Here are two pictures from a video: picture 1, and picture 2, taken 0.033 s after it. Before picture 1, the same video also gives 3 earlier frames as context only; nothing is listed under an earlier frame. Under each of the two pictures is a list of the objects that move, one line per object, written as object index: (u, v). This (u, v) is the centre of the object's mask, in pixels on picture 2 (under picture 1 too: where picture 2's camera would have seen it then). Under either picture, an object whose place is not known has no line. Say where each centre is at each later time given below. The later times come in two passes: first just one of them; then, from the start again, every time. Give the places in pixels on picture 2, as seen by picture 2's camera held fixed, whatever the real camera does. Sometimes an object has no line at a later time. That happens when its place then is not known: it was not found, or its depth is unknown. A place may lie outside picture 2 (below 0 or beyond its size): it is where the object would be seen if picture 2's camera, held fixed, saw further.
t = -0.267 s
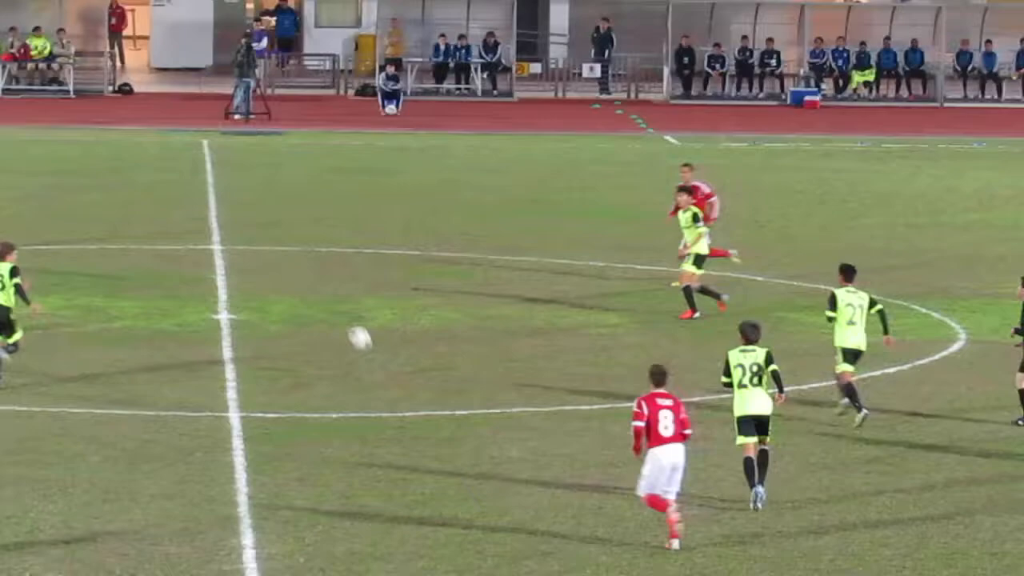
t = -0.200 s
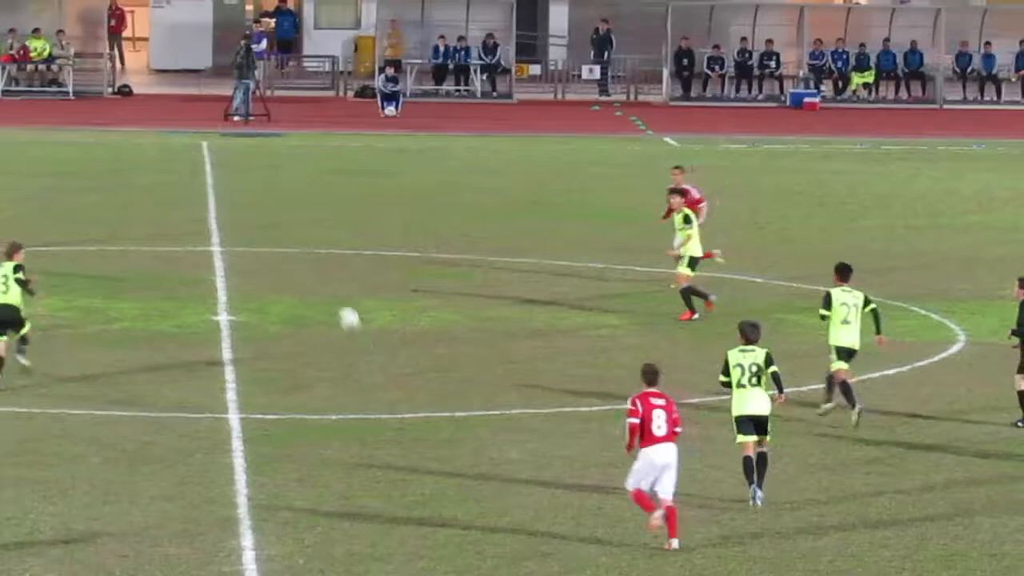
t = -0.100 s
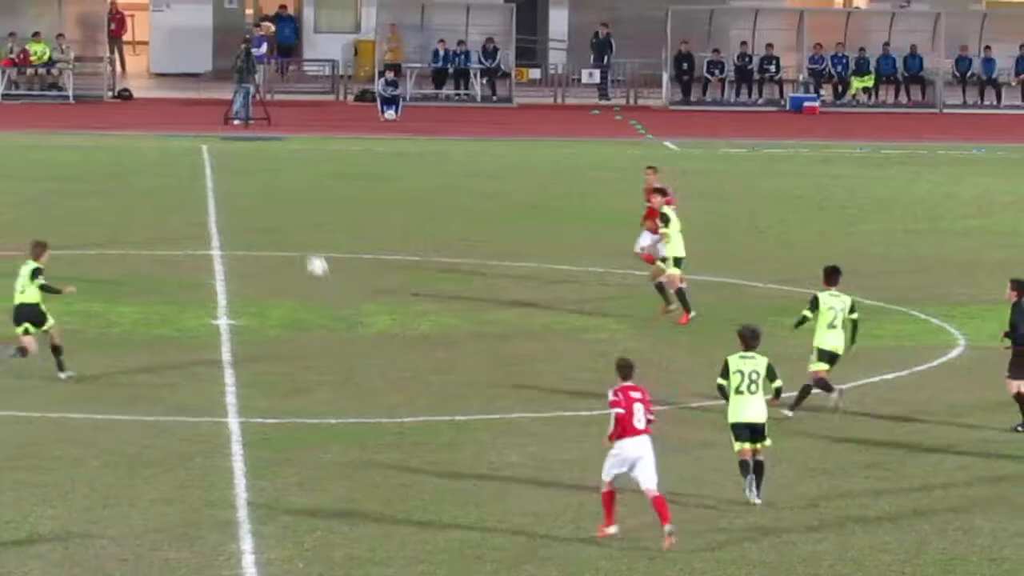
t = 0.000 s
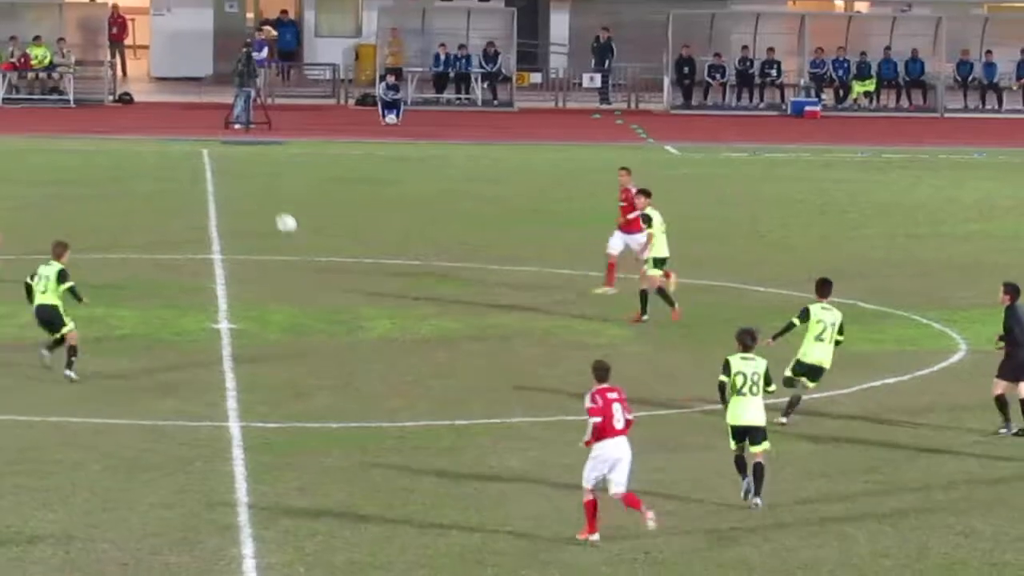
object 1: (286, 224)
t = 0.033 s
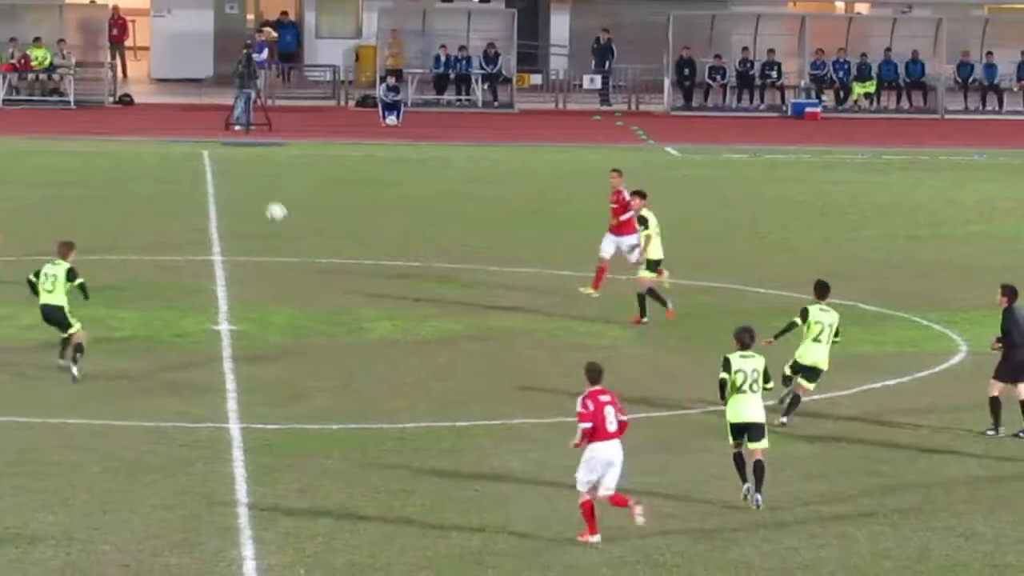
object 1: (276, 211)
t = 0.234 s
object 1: (214, 152)
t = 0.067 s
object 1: (266, 199)
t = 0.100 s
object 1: (255, 187)
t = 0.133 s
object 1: (244, 177)
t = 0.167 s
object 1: (234, 168)
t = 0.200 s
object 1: (223, 159)
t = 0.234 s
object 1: (214, 152)
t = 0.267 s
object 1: (202, 146)
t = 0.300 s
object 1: (191, 141)
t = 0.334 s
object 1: (181, 136)
